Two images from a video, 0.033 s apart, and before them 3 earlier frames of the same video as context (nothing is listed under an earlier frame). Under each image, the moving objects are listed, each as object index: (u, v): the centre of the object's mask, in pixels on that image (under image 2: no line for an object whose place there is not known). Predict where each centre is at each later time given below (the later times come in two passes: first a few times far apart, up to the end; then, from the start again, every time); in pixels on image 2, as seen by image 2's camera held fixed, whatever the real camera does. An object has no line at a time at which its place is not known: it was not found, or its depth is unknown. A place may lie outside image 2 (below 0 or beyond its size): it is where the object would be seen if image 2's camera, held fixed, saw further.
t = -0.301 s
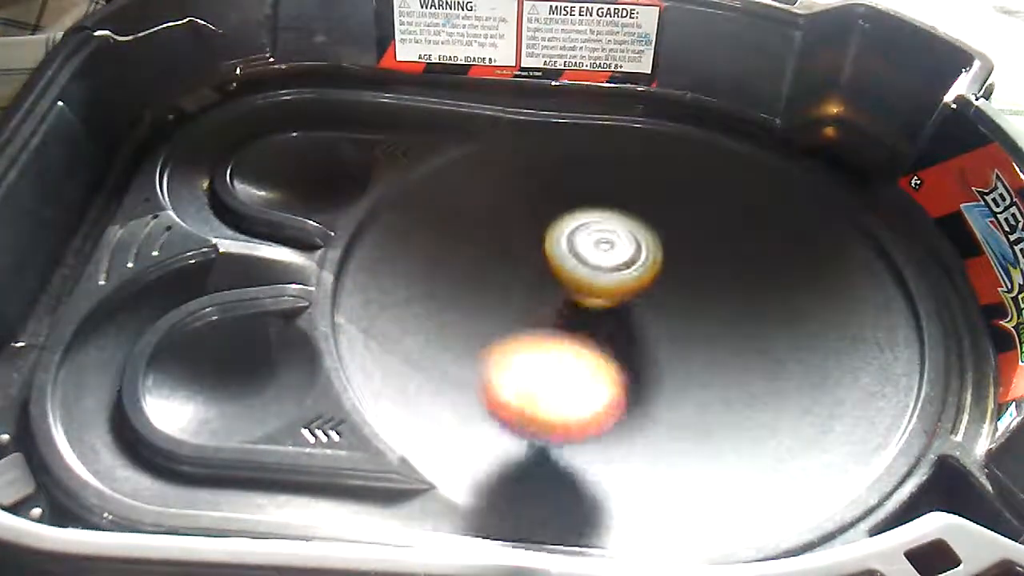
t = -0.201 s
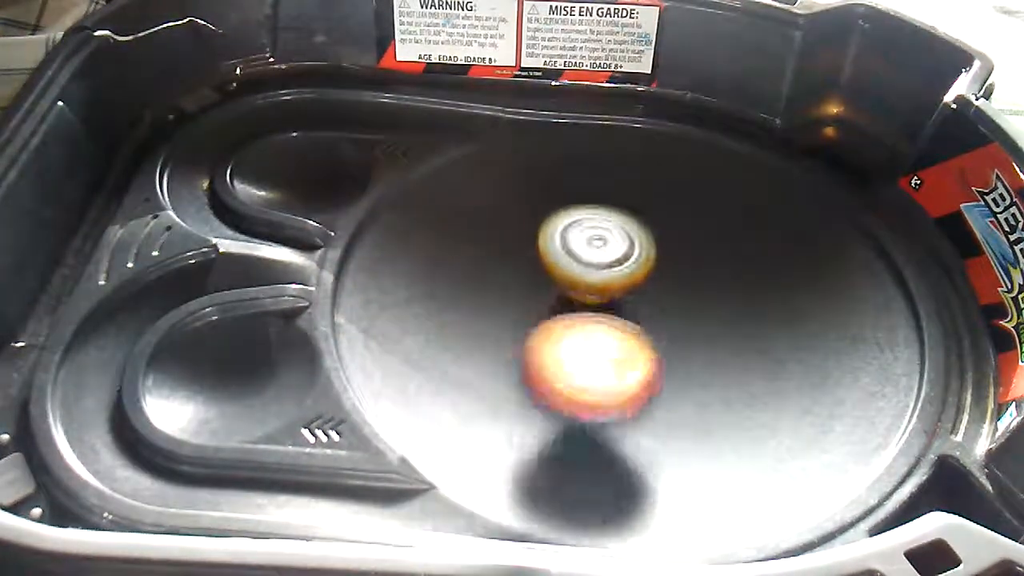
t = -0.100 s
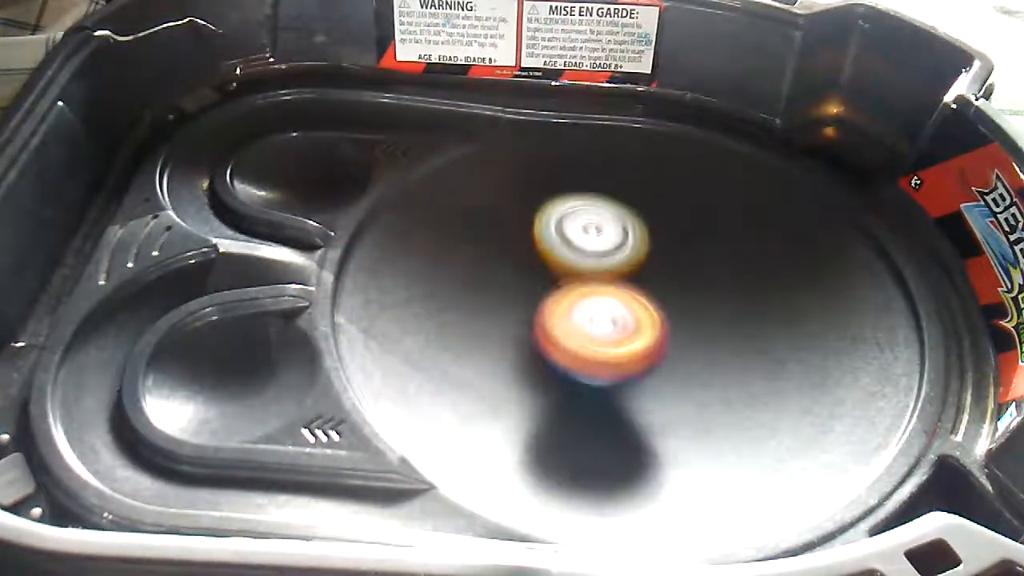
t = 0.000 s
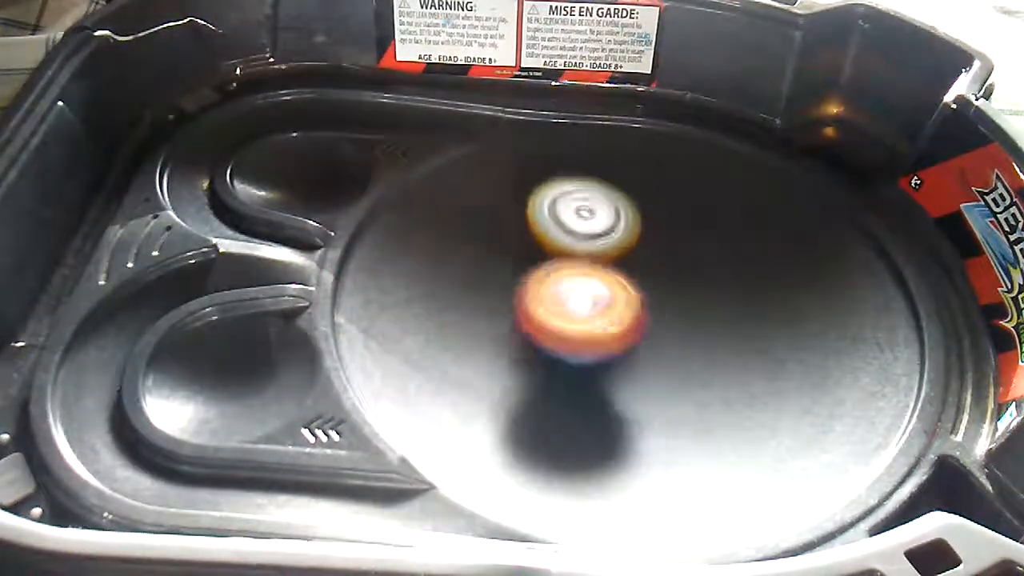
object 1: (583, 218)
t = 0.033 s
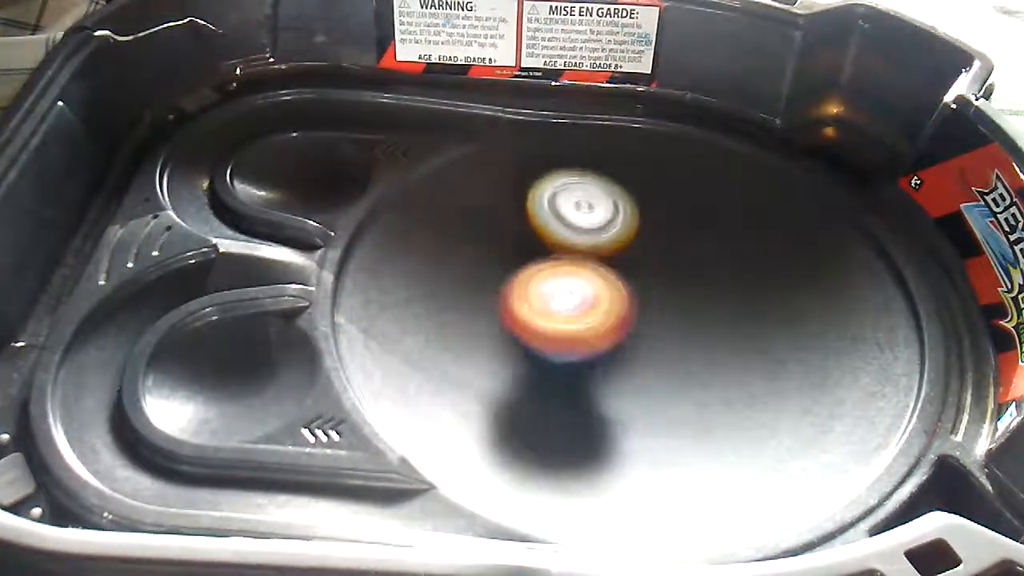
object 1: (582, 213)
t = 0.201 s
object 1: (568, 199)
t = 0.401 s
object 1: (558, 210)
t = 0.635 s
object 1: (576, 207)
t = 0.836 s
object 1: (575, 196)
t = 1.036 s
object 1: (584, 215)
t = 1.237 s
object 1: (619, 228)
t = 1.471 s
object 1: (656, 249)
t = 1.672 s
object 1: (711, 259)
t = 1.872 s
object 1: (745, 247)
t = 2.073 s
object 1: (723, 254)
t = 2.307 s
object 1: (673, 293)
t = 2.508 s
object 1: (676, 335)
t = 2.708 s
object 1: (661, 367)
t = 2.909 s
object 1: (629, 384)
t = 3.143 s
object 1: (580, 377)
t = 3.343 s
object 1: (537, 354)
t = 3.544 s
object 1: (507, 320)
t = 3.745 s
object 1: (493, 284)
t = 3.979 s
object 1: (482, 241)
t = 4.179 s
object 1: (489, 222)
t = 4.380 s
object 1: (522, 223)
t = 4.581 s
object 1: (588, 228)
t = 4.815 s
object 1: (665, 246)
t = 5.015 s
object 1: (709, 273)
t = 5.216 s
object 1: (739, 308)
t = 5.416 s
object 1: (763, 338)
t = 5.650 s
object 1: (722, 363)
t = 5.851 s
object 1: (639, 373)
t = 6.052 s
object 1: (556, 379)
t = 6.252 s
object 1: (491, 354)
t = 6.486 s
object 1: (454, 307)
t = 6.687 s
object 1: (451, 265)
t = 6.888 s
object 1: (488, 236)
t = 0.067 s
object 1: (580, 208)
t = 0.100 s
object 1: (577, 204)
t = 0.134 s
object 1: (575, 201)
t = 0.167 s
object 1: (572, 200)
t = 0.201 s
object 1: (568, 199)
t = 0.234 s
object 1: (566, 199)
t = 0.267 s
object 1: (563, 200)
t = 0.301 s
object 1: (561, 201)
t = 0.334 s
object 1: (559, 203)
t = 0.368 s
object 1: (558, 206)
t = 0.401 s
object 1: (558, 210)
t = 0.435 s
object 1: (559, 214)
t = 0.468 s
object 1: (560, 218)
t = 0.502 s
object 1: (563, 224)
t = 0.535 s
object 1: (568, 228)
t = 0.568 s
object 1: (572, 221)
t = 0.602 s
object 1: (575, 213)
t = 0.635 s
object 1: (576, 207)
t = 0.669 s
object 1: (576, 202)
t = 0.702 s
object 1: (576, 199)
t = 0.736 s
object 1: (575, 197)
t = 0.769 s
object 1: (575, 196)
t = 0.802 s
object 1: (575, 196)
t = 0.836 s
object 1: (575, 196)
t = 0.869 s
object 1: (575, 197)
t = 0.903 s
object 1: (575, 198)
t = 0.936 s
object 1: (577, 202)
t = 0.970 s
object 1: (578, 205)
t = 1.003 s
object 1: (581, 210)
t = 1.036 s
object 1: (584, 215)
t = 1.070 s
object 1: (588, 217)
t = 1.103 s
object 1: (595, 219)
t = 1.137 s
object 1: (602, 221)
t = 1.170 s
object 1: (608, 224)
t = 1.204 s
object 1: (613, 226)
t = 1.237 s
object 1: (619, 228)
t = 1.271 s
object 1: (624, 230)
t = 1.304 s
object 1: (630, 232)
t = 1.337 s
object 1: (635, 235)
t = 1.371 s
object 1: (640, 238)
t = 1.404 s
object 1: (646, 241)
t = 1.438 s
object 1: (651, 245)
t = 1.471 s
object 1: (656, 249)
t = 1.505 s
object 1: (661, 253)
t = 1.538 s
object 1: (665, 257)
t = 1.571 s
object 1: (670, 261)
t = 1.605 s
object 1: (677, 264)
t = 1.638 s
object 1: (694, 262)
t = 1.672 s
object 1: (711, 259)
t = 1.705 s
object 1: (721, 257)
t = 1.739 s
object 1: (729, 254)
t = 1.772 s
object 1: (734, 252)
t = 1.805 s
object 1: (740, 250)
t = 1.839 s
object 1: (743, 248)
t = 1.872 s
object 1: (745, 247)
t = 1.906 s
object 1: (744, 246)
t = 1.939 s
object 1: (742, 246)
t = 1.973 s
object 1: (740, 247)
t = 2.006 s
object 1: (735, 248)
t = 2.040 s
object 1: (729, 251)
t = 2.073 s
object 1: (723, 254)
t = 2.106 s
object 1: (716, 258)
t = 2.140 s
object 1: (708, 263)
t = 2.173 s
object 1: (700, 268)
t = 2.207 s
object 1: (693, 274)
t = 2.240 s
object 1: (686, 280)
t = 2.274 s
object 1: (678, 287)
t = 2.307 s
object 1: (673, 293)
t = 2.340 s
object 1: (678, 300)
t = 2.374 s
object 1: (680, 308)
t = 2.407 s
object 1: (680, 315)
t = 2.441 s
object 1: (679, 322)
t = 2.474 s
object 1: (678, 328)
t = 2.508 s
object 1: (676, 335)
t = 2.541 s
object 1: (675, 341)
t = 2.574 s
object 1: (673, 347)
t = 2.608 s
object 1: (670, 352)
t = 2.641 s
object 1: (667, 357)
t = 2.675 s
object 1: (664, 362)
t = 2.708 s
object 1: (661, 367)
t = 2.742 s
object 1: (656, 371)
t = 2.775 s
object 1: (652, 374)
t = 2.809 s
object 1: (647, 377)
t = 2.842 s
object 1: (641, 380)
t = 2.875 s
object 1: (635, 382)
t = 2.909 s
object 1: (629, 384)
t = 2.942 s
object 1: (622, 384)
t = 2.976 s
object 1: (616, 385)
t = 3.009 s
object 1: (608, 385)
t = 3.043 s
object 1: (602, 384)
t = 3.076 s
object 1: (594, 382)
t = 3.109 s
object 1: (587, 380)
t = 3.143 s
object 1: (580, 377)
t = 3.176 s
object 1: (572, 374)
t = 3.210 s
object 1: (564, 371)
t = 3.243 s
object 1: (557, 367)
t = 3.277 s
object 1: (551, 363)
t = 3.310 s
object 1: (544, 359)
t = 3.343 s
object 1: (537, 354)
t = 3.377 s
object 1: (531, 349)
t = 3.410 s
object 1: (526, 343)
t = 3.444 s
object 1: (521, 338)
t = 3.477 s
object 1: (515, 332)
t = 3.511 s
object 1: (511, 326)
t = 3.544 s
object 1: (507, 320)
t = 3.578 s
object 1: (503, 314)
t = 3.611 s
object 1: (501, 308)
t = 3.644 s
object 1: (498, 302)
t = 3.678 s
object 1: (496, 296)
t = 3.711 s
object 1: (494, 290)
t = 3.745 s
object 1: (493, 284)
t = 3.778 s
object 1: (493, 279)
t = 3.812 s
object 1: (493, 274)
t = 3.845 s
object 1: (490, 266)
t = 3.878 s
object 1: (487, 259)
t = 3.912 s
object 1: (485, 253)
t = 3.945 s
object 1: (483, 246)
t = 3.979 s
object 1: (482, 241)
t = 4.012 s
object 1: (481, 236)
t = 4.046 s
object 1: (481, 232)
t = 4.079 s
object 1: (482, 228)
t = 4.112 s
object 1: (483, 225)
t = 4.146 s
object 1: (486, 223)
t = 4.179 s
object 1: (489, 222)
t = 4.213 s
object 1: (492, 221)
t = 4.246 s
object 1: (497, 220)
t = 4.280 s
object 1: (502, 220)
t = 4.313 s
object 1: (508, 221)
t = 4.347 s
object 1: (515, 222)
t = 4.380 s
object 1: (522, 223)
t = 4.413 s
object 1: (530, 225)
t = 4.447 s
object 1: (538, 226)
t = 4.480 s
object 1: (548, 228)
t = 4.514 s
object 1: (558, 227)
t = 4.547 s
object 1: (573, 226)
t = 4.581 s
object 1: (588, 228)
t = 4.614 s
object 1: (601, 230)
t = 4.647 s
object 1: (612, 232)
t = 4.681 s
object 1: (624, 234)
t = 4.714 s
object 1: (635, 237)
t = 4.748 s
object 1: (645, 239)
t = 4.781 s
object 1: (655, 243)
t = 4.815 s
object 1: (665, 246)
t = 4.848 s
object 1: (674, 250)
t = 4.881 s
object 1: (683, 254)
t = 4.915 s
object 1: (690, 258)
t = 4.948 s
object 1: (697, 263)
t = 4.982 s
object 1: (704, 268)
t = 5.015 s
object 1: (709, 273)
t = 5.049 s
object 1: (714, 278)
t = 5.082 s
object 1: (719, 284)
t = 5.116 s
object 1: (722, 290)
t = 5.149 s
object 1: (725, 296)
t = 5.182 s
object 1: (726, 302)
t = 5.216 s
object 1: (739, 308)
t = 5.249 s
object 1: (751, 315)
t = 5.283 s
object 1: (758, 320)
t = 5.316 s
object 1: (762, 325)
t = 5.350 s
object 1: (763, 330)
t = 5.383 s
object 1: (764, 335)
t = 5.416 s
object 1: (763, 338)
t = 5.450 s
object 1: (761, 342)
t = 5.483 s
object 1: (758, 346)
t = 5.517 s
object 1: (754, 349)
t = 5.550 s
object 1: (748, 353)
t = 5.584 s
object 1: (741, 357)
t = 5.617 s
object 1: (732, 360)
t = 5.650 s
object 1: (722, 363)
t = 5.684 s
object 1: (710, 366)
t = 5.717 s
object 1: (697, 368)
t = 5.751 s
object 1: (682, 370)
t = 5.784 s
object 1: (667, 371)
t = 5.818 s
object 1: (654, 373)
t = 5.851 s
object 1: (639, 373)
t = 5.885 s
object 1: (624, 377)
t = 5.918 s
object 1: (609, 382)
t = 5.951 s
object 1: (594, 381)
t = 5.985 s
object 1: (581, 381)
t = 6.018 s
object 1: (569, 381)
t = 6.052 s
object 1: (556, 379)
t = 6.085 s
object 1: (544, 376)
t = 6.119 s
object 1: (531, 373)
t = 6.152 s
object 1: (520, 369)
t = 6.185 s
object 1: (509, 365)
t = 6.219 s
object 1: (499, 359)
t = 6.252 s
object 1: (491, 354)
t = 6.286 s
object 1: (483, 348)
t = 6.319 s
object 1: (477, 341)
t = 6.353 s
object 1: (471, 335)
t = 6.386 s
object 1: (467, 328)
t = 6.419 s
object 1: (464, 321)
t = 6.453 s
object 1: (461, 314)
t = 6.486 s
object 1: (454, 307)
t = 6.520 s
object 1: (447, 300)
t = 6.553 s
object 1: (445, 292)
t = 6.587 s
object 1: (444, 285)
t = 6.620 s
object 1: (445, 279)
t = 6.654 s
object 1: (447, 272)
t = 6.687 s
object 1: (451, 265)
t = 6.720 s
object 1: (454, 259)
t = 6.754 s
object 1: (459, 254)
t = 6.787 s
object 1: (464, 249)
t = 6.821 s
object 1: (471, 244)
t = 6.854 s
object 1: (479, 240)
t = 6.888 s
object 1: (488, 236)
